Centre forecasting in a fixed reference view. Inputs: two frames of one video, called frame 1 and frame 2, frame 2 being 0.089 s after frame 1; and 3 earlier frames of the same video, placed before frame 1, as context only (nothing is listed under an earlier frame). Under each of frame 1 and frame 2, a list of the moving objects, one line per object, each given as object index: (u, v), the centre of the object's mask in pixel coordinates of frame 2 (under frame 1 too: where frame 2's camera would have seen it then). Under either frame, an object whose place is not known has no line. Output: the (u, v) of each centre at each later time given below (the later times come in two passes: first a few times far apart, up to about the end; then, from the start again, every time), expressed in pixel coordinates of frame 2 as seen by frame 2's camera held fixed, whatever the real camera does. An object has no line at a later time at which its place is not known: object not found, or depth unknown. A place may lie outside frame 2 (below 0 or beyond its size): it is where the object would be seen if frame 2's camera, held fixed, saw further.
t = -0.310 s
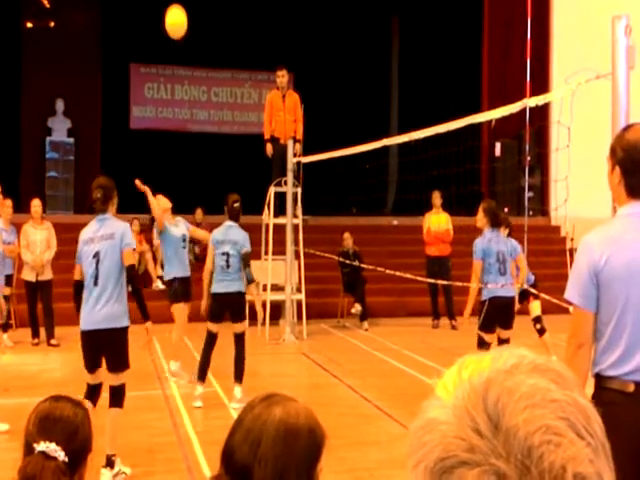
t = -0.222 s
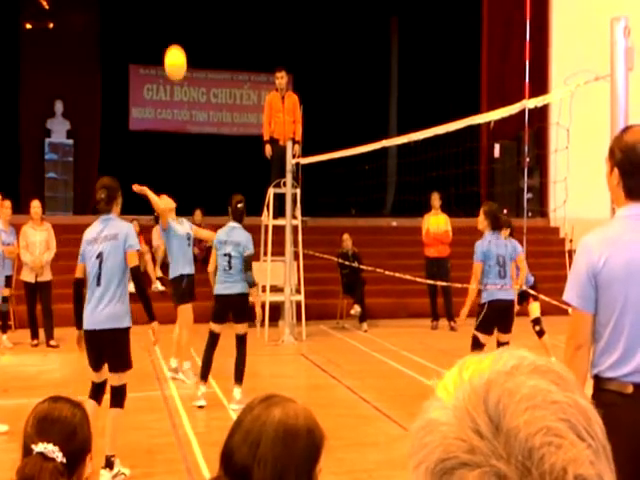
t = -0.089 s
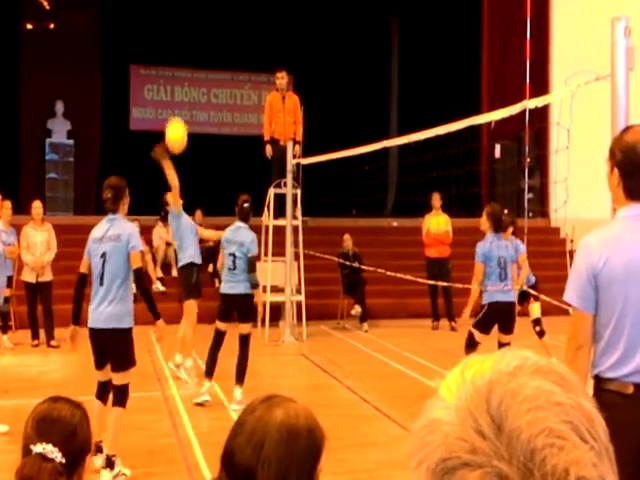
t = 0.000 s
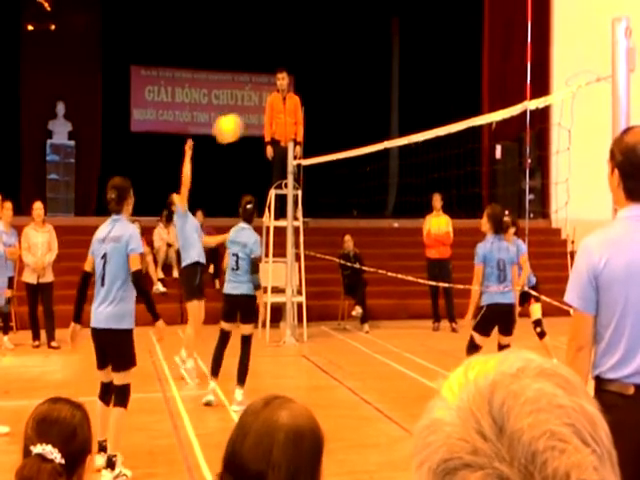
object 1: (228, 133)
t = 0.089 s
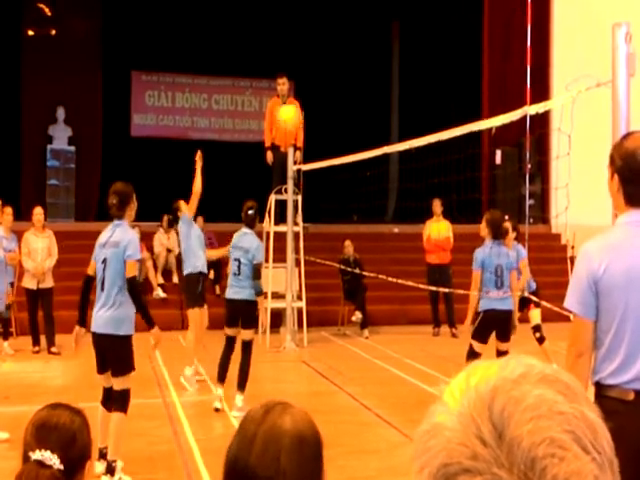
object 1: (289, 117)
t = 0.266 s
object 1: (390, 110)
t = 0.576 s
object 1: (536, 161)
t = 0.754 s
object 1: (603, 221)
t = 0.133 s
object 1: (315, 113)
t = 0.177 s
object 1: (342, 110)
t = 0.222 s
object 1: (366, 110)
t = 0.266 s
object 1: (390, 110)
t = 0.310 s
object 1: (414, 112)
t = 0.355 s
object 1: (436, 115)
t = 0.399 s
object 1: (457, 118)
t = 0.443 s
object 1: (479, 130)
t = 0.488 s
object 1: (499, 139)
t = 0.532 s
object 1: (517, 150)
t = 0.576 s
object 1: (536, 161)
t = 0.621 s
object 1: (556, 175)
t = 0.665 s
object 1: (573, 190)
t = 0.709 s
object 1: (589, 206)
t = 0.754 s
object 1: (603, 221)
